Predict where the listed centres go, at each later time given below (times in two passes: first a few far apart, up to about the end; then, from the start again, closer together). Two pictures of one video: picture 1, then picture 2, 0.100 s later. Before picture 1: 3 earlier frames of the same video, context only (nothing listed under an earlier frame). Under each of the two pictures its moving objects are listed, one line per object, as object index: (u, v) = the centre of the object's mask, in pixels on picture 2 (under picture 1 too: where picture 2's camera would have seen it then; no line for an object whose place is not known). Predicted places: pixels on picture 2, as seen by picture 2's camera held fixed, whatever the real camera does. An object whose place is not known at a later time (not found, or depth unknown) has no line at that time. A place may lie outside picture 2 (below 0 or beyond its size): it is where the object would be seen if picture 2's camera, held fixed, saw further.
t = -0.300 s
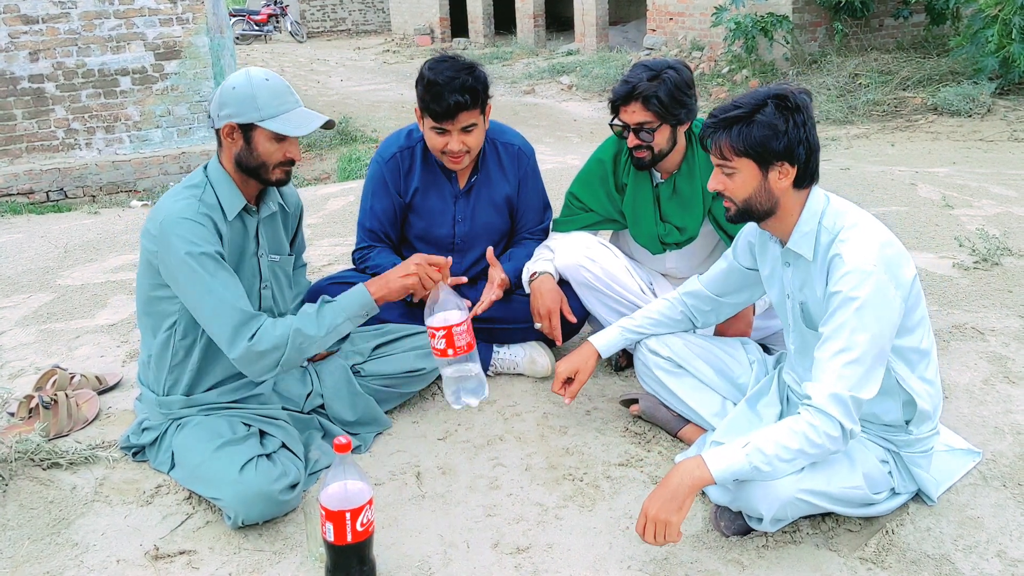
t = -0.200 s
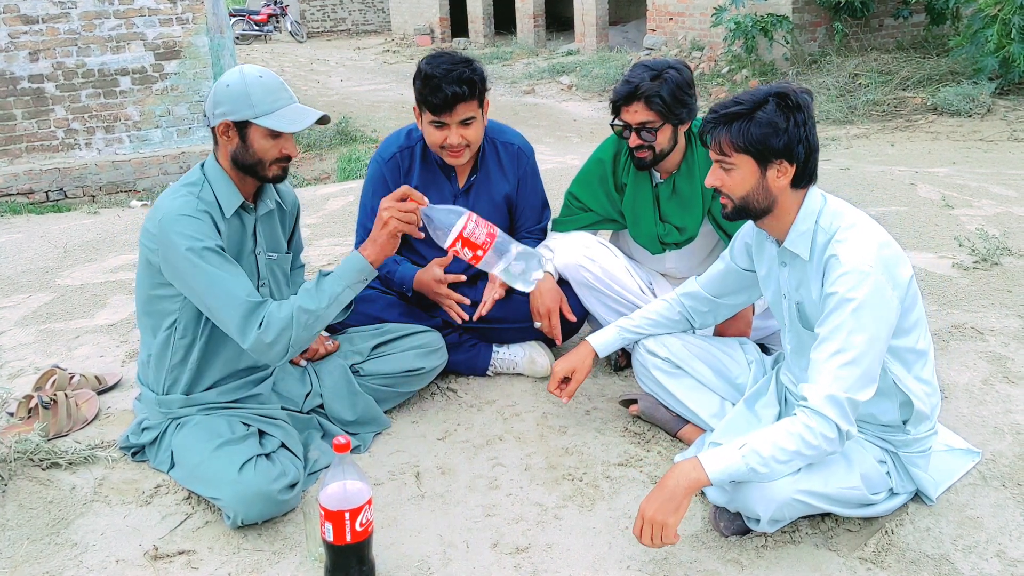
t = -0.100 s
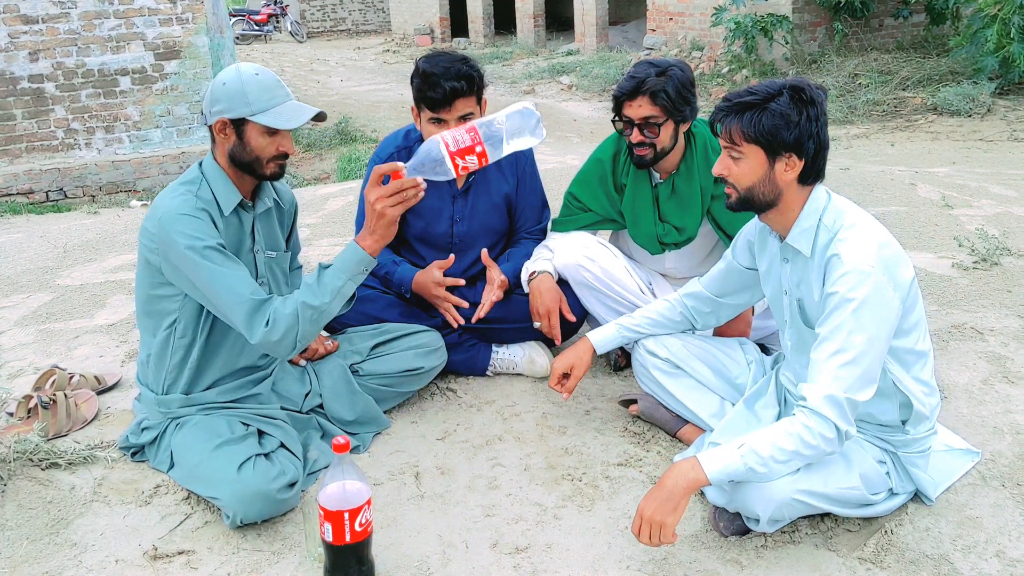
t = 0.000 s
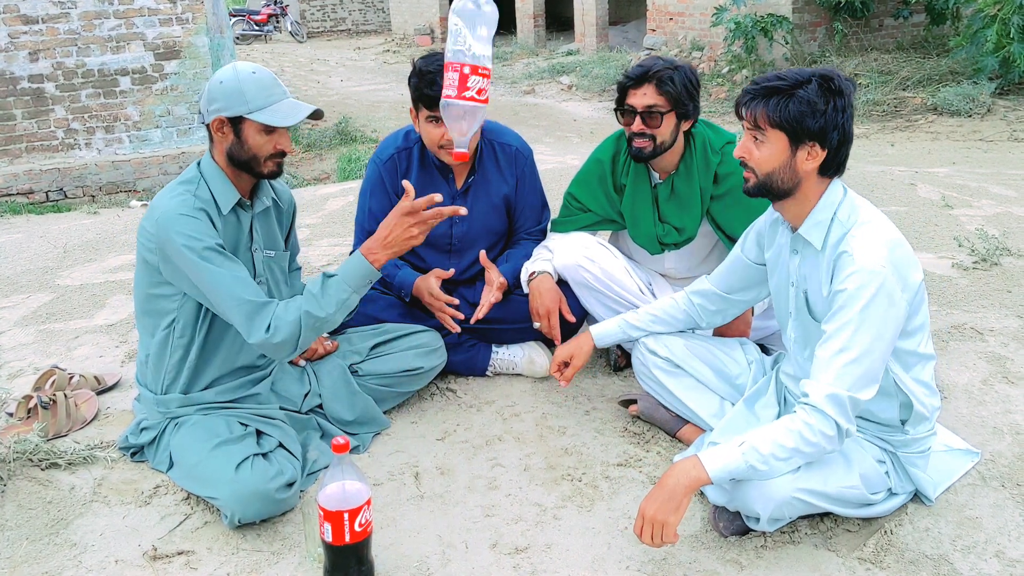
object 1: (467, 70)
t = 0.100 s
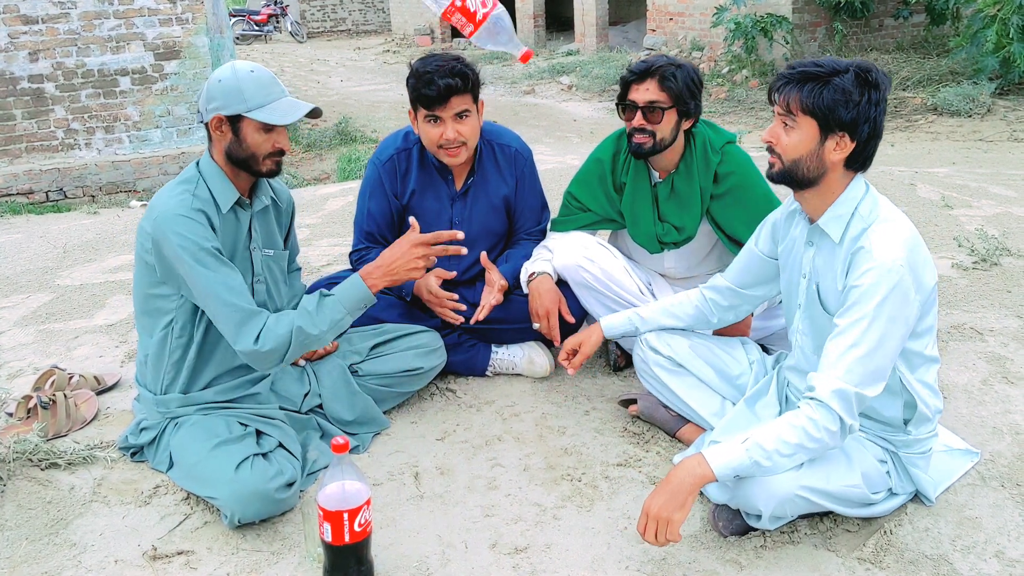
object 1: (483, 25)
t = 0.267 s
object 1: (357, 14)
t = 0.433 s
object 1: (333, 146)
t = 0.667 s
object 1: (317, 413)
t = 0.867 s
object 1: (341, 419)
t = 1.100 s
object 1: (401, 469)
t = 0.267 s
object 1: (357, 14)
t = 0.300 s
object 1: (354, 26)
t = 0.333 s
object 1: (354, 42)
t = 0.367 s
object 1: (350, 65)
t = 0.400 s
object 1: (342, 102)
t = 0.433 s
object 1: (333, 146)
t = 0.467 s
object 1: (325, 195)
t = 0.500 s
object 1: (318, 249)
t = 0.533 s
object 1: (313, 289)
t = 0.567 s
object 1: (313, 320)
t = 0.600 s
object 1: (311, 366)
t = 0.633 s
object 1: (311, 410)
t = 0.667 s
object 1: (317, 413)
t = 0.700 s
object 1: (322, 415)
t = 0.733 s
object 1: (326, 416)
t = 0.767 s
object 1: (330, 417)
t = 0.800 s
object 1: (334, 417)
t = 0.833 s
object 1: (337, 418)
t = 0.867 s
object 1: (341, 419)
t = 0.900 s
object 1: (346, 421)
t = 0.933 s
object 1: (354, 423)
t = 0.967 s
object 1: (364, 428)
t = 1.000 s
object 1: (384, 434)
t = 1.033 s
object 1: (394, 450)
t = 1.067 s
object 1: (400, 468)
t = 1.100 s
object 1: (401, 469)
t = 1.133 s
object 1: (401, 471)
